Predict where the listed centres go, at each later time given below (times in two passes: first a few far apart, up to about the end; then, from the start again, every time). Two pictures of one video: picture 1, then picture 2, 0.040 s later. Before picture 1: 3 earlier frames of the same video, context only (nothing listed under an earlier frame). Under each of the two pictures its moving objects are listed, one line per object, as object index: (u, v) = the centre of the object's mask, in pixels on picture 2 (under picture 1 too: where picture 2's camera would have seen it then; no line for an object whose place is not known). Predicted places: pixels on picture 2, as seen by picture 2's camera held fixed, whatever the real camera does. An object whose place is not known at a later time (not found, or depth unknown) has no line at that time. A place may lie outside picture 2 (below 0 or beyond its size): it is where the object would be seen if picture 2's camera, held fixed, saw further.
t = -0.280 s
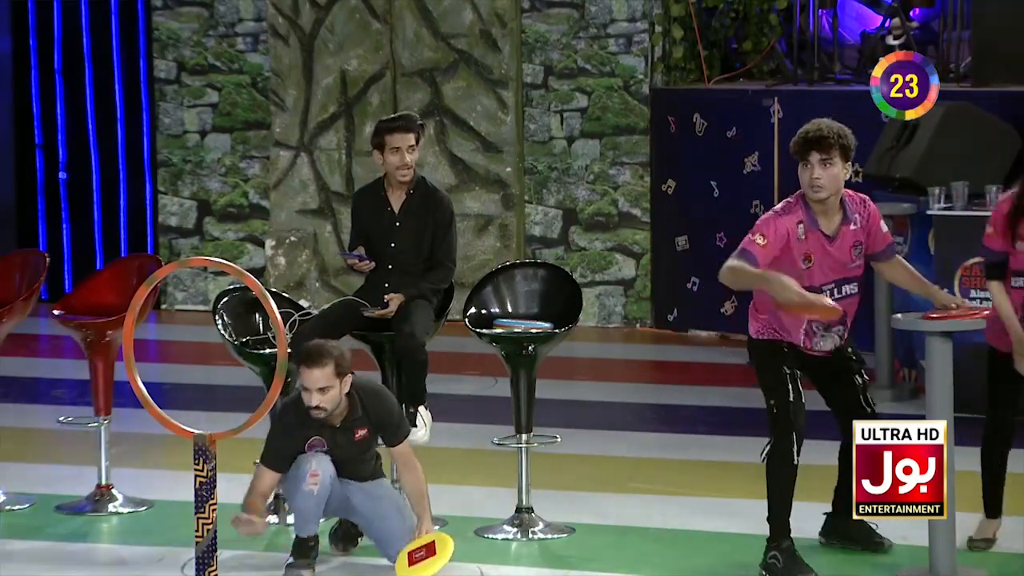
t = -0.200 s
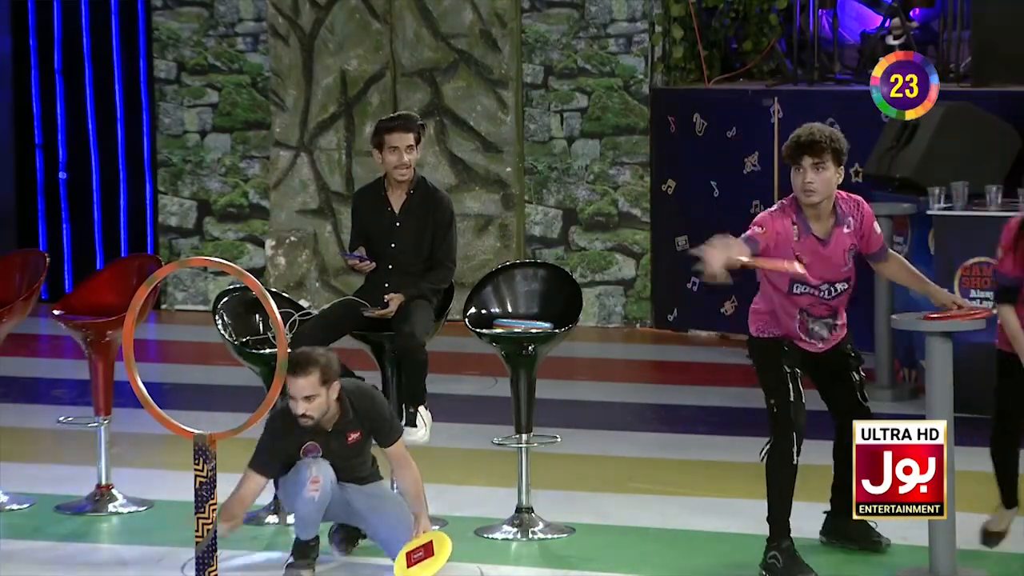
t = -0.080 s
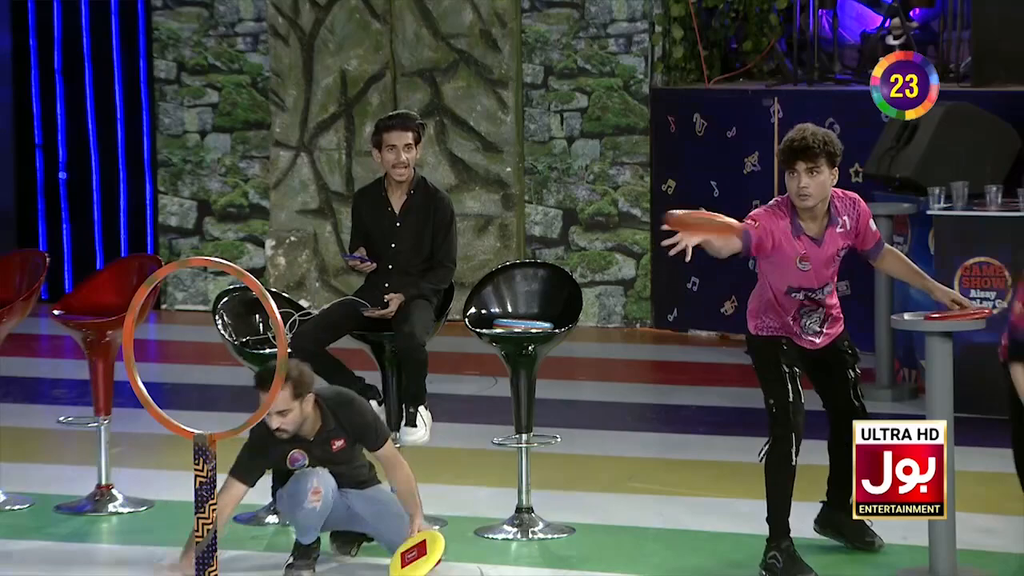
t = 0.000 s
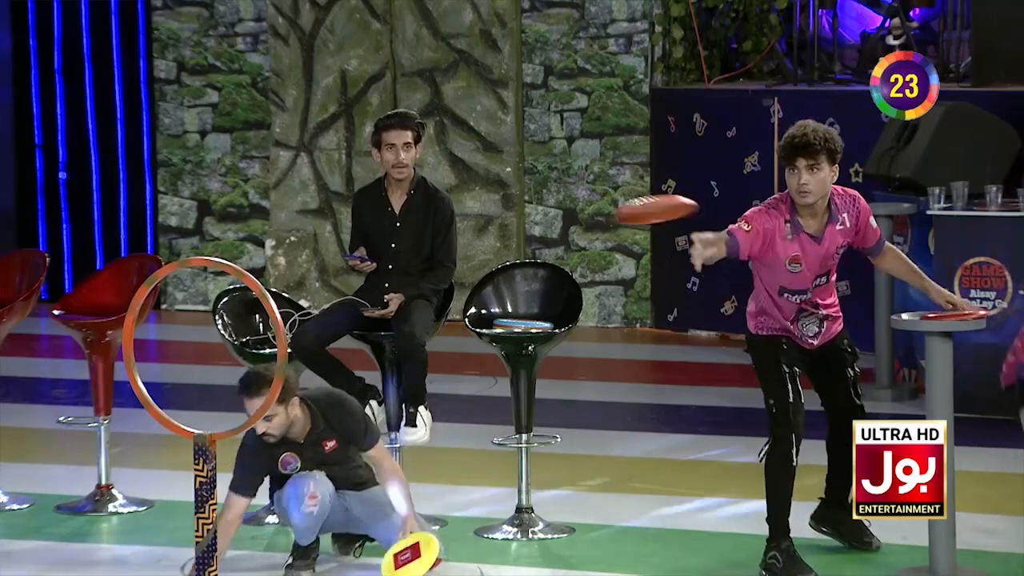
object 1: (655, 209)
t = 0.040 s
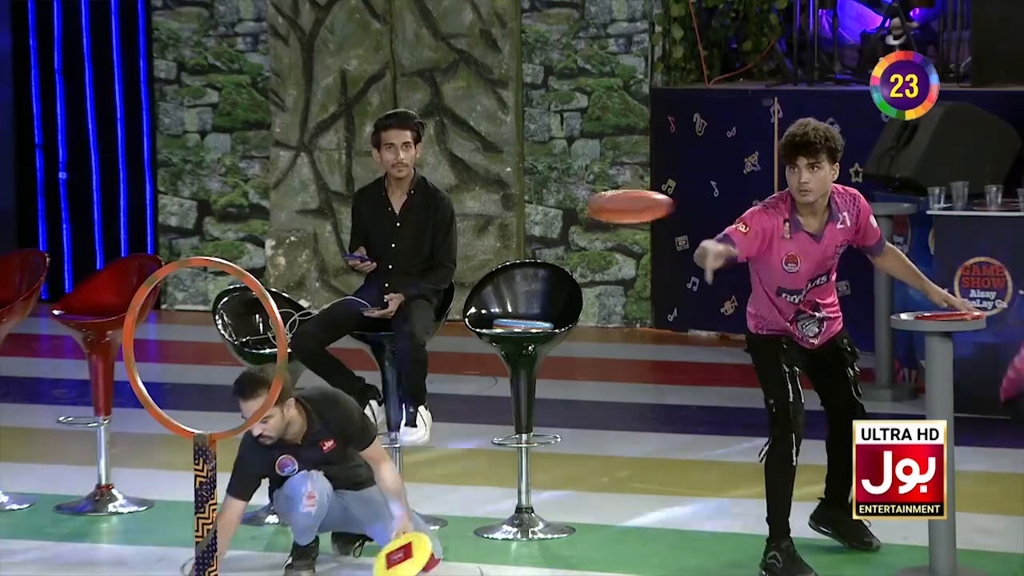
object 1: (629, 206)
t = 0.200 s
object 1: (512, 210)
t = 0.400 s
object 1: (338, 255)
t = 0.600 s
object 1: (185, 341)
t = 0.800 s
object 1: (47, 546)
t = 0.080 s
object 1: (602, 204)
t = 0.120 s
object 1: (573, 204)
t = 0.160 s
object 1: (543, 206)
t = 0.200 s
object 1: (512, 210)
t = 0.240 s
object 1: (479, 215)
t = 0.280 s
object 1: (445, 223)
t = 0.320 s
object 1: (410, 232)
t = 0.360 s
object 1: (377, 242)
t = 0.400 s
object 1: (338, 255)
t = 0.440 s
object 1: (300, 270)
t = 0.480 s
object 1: (270, 280)
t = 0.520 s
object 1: (249, 293)
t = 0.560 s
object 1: (220, 313)
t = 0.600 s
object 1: (185, 341)
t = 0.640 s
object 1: (164, 368)
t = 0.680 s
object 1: (141, 403)
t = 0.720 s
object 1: (99, 448)
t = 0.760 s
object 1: (67, 495)
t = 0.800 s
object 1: (47, 546)
